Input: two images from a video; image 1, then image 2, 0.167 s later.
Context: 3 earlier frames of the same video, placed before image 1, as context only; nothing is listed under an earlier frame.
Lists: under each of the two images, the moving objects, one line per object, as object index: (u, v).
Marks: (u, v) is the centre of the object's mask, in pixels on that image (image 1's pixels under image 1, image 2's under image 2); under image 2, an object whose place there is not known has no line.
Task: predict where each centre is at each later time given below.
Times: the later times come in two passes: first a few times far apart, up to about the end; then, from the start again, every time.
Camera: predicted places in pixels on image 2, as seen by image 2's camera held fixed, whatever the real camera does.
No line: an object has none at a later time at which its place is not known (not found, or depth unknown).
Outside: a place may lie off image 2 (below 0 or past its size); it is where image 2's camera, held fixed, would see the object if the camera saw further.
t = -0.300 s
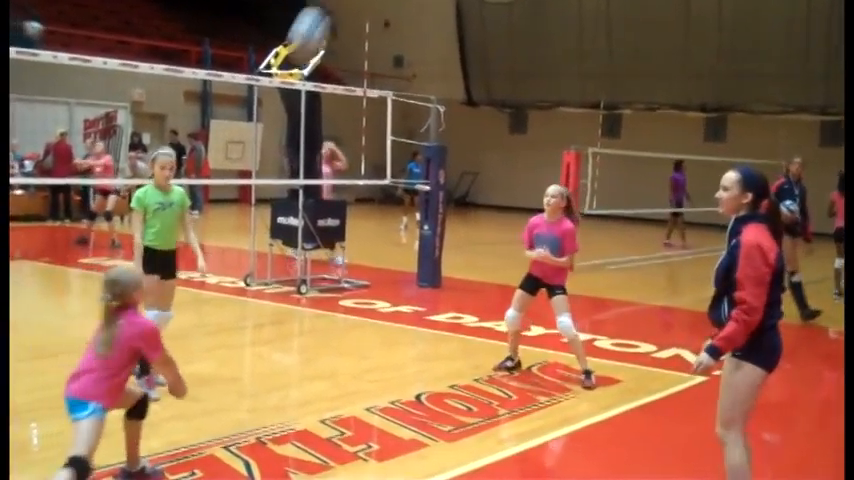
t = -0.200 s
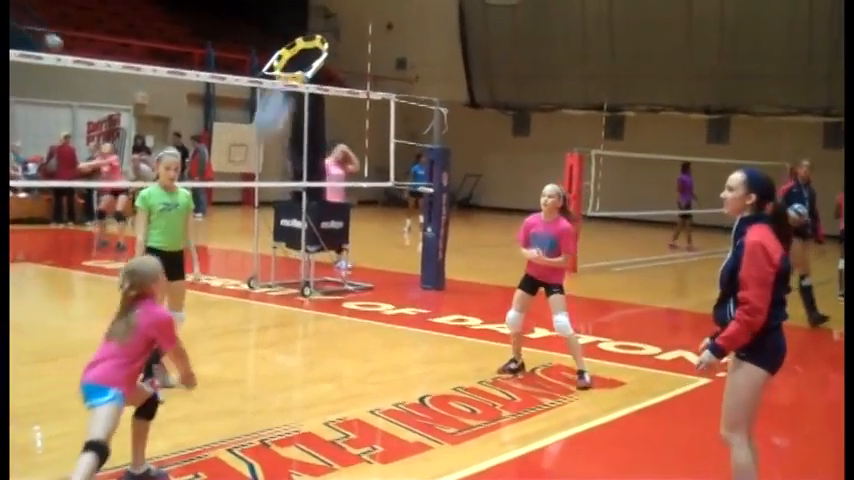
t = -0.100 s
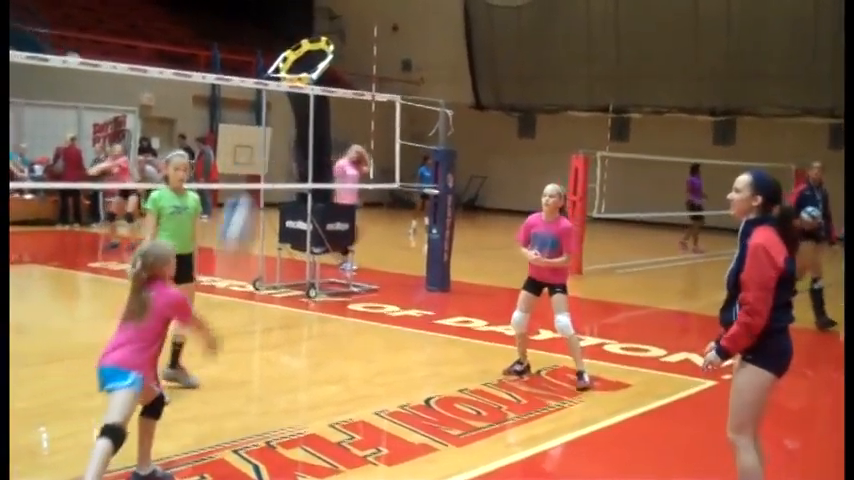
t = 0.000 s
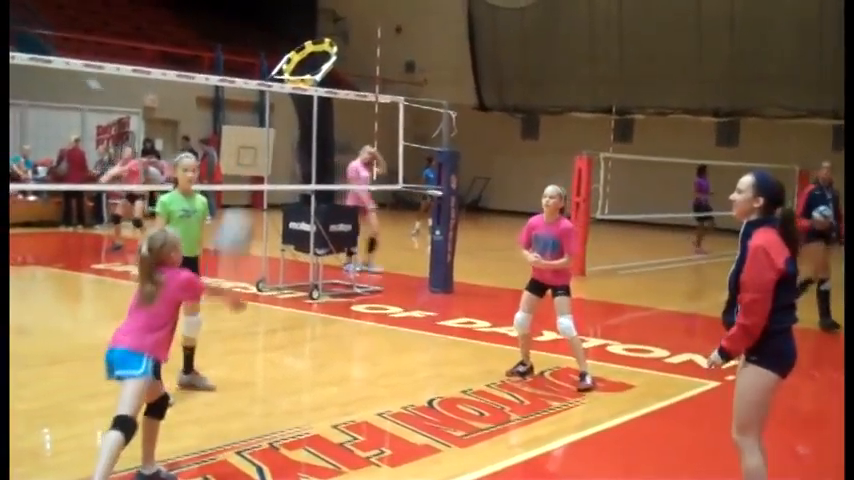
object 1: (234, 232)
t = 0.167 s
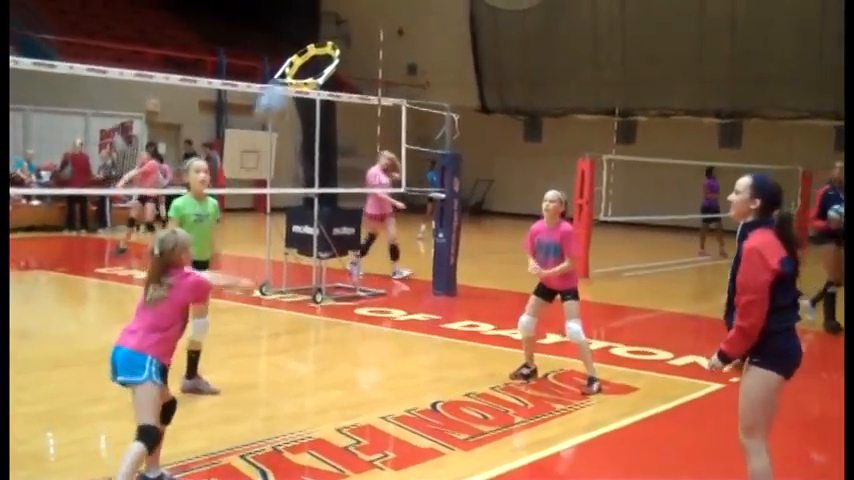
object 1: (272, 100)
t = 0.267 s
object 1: (292, 53)
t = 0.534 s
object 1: (332, 12)
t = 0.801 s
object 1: (361, 77)
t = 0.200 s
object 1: (279, 86)
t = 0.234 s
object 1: (286, 67)
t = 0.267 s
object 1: (292, 53)
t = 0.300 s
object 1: (299, 41)
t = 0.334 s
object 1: (303, 32)
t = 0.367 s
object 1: (309, 25)
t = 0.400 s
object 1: (314, 19)
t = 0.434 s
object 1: (319, 15)
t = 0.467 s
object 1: (323, 12)
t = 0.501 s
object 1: (328, 12)
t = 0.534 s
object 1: (332, 12)
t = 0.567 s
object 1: (335, 14)
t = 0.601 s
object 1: (339, 19)
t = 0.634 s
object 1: (344, 25)
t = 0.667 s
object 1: (348, 33)
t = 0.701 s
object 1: (351, 42)
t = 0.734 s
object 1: (354, 54)
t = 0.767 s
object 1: (357, 65)
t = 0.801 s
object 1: (361, 77)
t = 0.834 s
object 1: (364, 93)
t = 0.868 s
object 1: (366, 108)
